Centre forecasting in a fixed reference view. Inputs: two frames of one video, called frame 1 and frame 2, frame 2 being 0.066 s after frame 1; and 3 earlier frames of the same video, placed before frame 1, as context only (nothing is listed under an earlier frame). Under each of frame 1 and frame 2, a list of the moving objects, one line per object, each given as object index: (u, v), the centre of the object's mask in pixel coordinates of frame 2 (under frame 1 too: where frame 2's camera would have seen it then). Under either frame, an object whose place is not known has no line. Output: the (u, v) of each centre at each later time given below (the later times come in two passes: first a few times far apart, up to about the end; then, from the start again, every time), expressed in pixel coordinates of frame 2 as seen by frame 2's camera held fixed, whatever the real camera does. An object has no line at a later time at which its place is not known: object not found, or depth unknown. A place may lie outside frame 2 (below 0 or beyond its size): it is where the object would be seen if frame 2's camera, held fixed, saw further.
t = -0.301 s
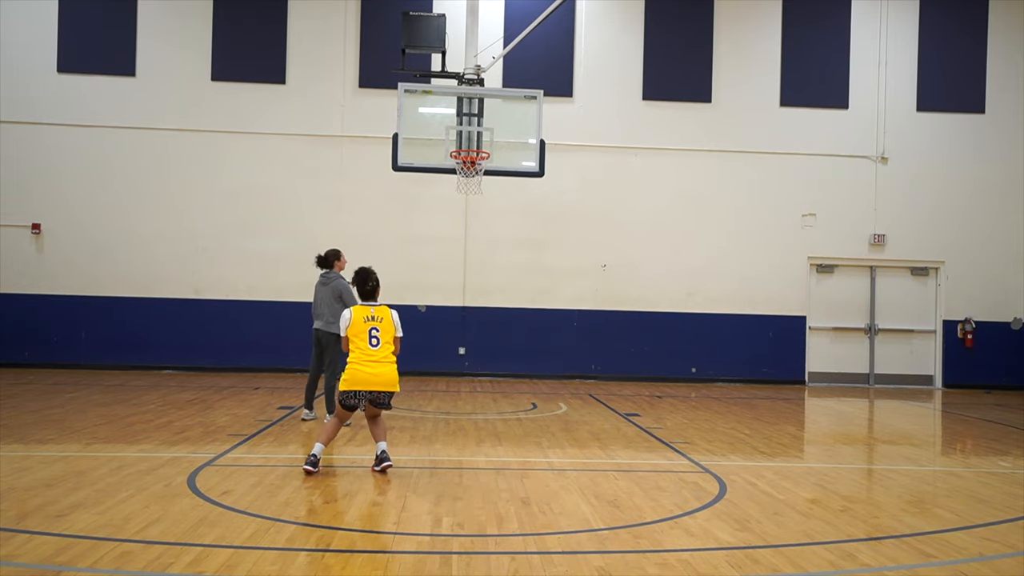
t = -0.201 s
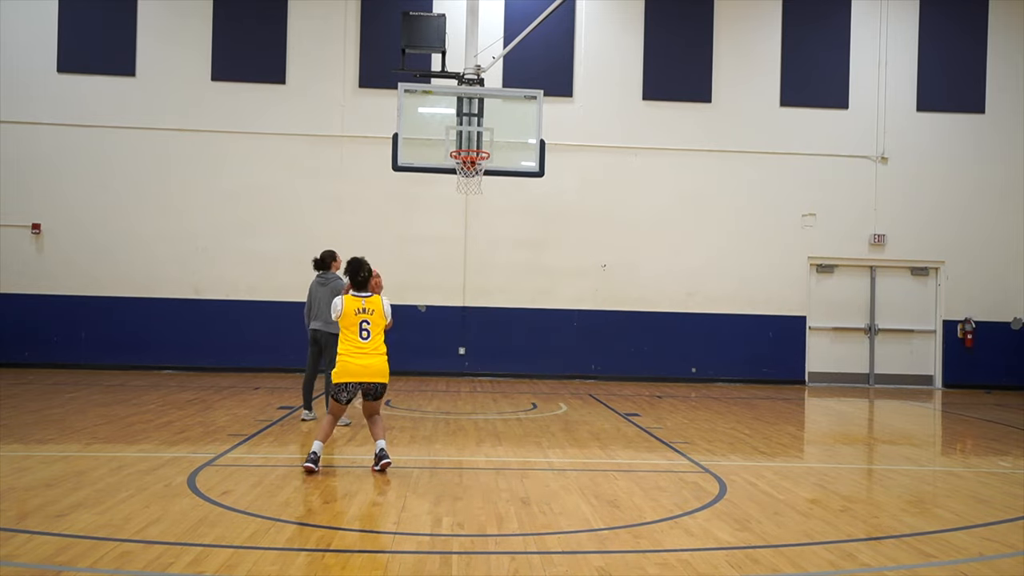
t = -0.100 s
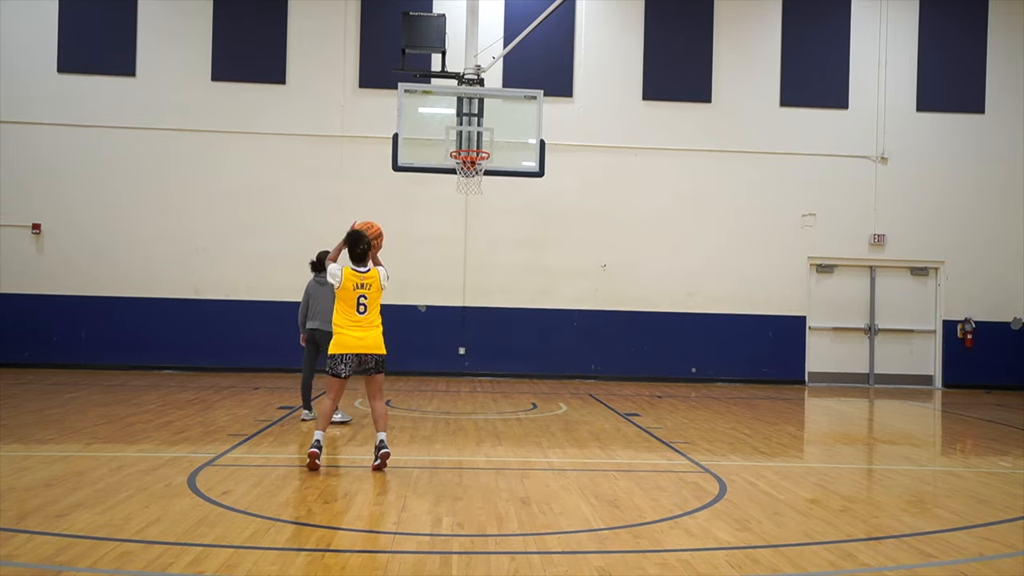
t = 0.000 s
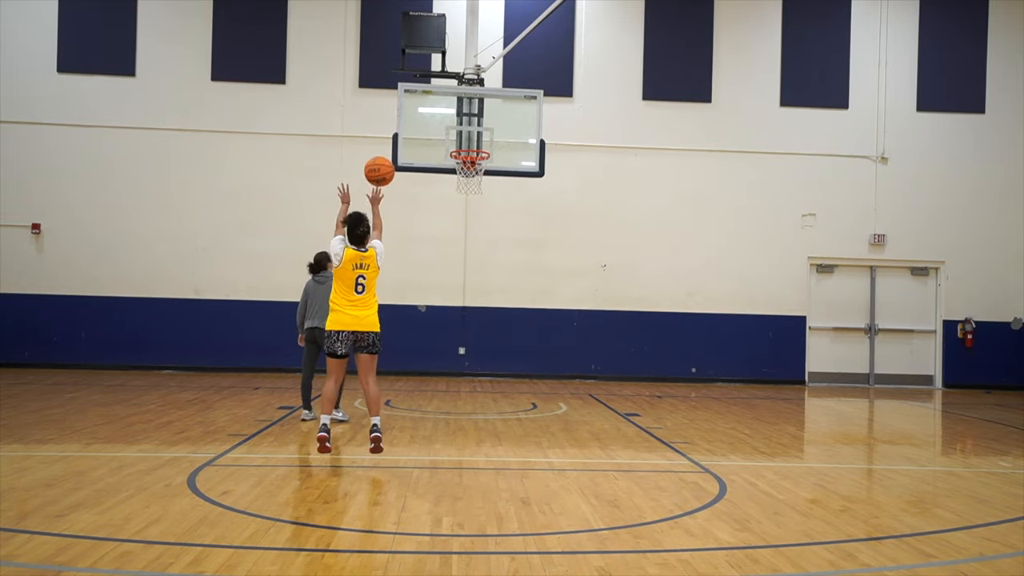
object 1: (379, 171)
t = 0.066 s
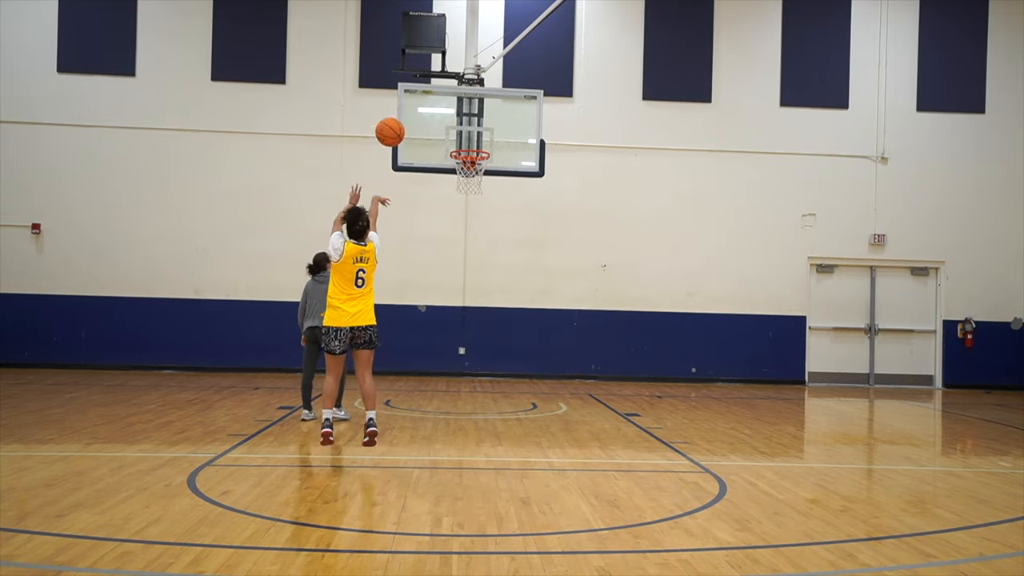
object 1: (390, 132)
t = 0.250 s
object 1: (415, 64)
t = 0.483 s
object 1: (438, 40)
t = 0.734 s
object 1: (457, 72)
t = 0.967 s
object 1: (469, 141)
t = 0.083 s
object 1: (392, 123)
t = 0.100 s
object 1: (395, 115)
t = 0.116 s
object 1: (397, 108)
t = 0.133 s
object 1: (399, 100)
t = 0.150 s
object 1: (402, 94)
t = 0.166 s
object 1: (404, 88)
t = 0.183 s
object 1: (406, 82)
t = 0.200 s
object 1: (408, 77)
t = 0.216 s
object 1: (410, 72)
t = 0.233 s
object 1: (413, 68)
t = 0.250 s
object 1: (415, 64)
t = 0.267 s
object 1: (417, 60)
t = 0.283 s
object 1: (418, 56)
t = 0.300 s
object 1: (420, 53)
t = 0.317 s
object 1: (422, 50)
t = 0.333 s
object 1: (424, 48)
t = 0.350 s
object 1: (426, 46)
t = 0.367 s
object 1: (427, 44)
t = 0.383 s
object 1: (429, 43)
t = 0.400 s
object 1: (431, 41)
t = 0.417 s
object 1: (432, 40)
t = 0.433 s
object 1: (434, 40)
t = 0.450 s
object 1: (435, 40)
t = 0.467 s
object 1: (437, 40)
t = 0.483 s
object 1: (438, 40)
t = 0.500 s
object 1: (439, 40)
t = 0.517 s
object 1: (441, 41)
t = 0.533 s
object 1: (442, 42)
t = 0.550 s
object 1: (444, 43)
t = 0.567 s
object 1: (445, 45)
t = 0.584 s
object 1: (446, 46)
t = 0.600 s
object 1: (448, 48)
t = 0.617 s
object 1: (449, 50)
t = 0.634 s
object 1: (450, 53)
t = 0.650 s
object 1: (451, 56)
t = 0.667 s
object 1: (453, 58)
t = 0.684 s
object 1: (454, 62)
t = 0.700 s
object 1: (455, 65)
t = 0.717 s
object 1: (456, 68)
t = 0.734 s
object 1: (457, 72)
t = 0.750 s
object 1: (458, 76)
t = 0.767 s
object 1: (459, 80)
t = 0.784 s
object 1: (460, 84)
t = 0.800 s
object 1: (461, 88)
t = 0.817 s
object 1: (462, 93)
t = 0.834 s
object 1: (463, 97)
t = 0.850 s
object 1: (464, 102)
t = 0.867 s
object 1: (465, 107)
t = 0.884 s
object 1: (466, 112)
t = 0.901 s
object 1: (466, 118)
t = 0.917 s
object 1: (467, 123)
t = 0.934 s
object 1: (468, 129)
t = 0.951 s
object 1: (469, 135)
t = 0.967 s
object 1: (469, 141)
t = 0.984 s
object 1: (470, 145)
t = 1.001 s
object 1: (471, 154)
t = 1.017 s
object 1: (469, 160)
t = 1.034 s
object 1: (469, 164)
